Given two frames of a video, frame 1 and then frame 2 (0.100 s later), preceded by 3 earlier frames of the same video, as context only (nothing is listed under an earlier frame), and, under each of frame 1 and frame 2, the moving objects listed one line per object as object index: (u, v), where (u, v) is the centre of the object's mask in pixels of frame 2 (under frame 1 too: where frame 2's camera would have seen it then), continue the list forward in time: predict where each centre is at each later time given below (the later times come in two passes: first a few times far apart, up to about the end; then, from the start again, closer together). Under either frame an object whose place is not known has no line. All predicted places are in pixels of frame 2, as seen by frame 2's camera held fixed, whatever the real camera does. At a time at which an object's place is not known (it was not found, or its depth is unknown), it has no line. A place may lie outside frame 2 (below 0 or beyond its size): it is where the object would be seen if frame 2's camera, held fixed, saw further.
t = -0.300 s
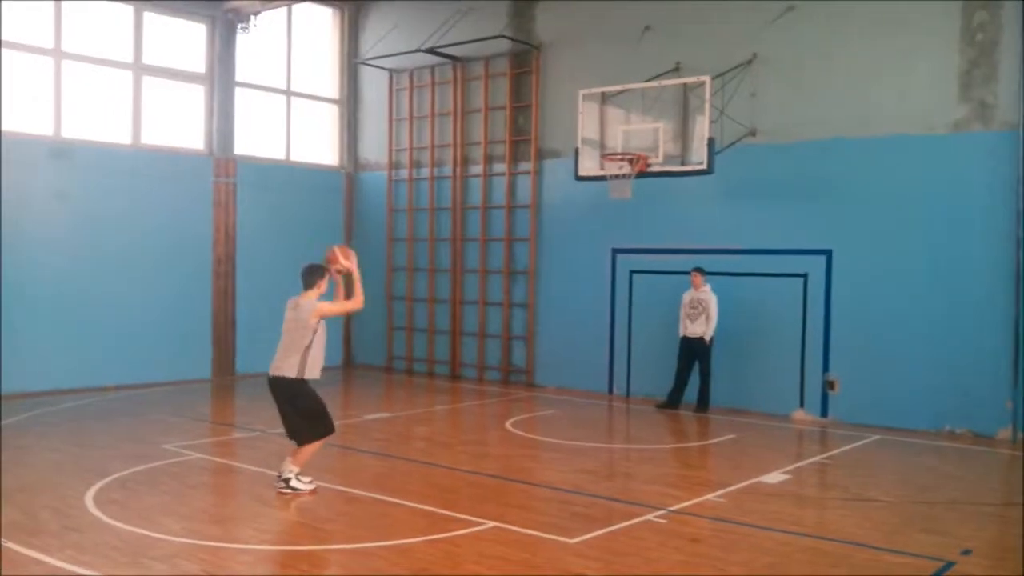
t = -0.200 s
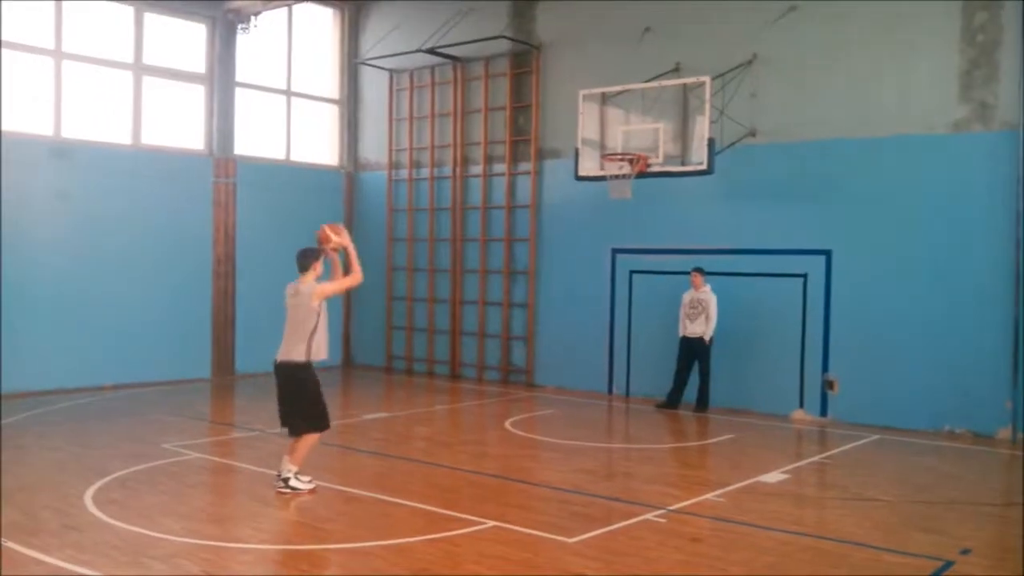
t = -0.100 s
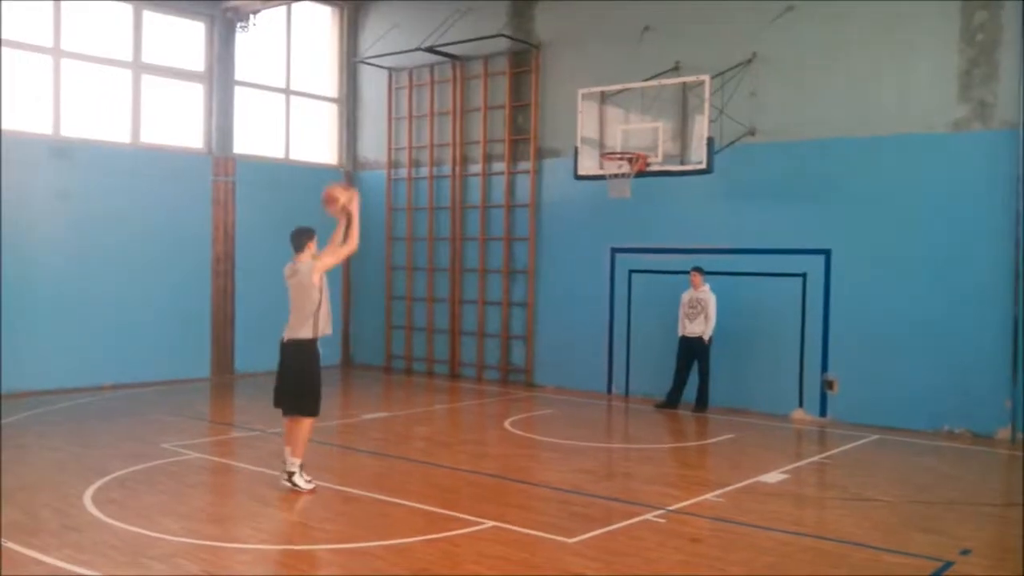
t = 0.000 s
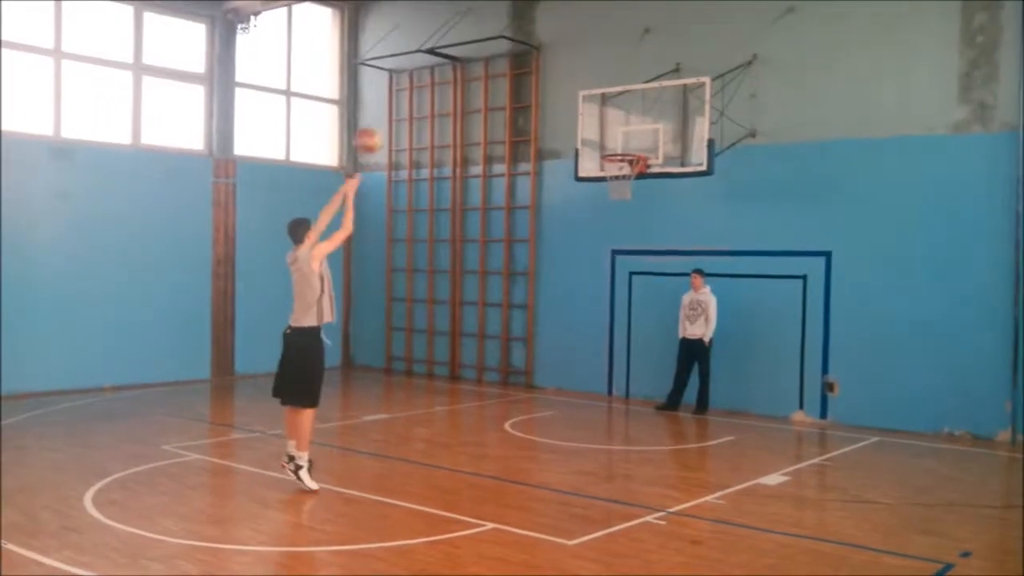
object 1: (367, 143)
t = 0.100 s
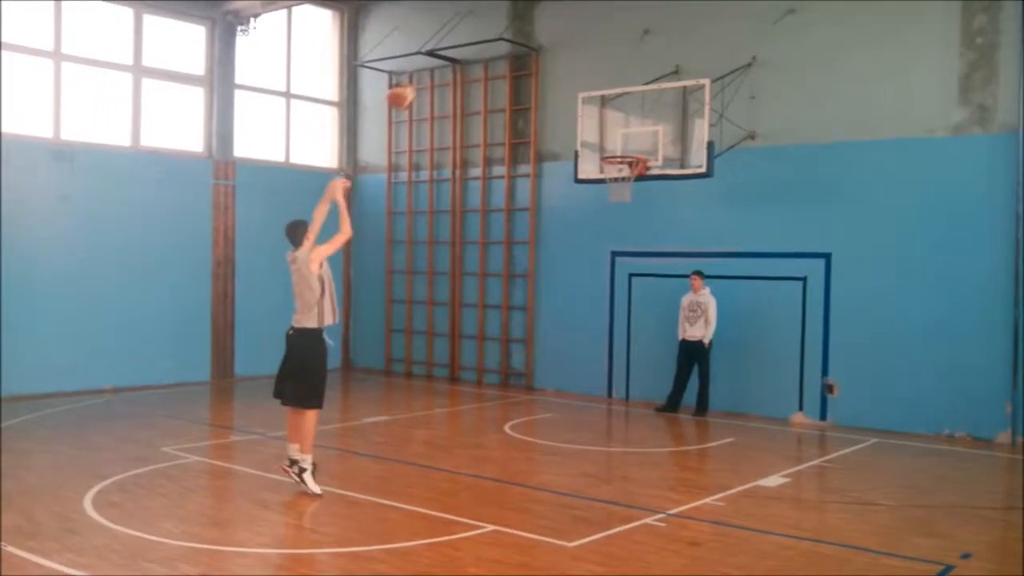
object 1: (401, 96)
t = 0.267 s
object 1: (449, 46)
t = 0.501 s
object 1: (512, 29)
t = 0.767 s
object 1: (570, 71)
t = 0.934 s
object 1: (601, 125)
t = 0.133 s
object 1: (411, 83)
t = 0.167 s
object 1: (421, 72)
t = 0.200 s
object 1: (432, 62)
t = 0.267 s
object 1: (449, 46)
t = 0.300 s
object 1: (460, 40)
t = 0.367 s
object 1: (478, 32)
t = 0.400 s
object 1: (488, 29)
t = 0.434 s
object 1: (495, 28)
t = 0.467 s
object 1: (503, 28)
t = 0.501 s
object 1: (512, 29)
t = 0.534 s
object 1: (520, 30)
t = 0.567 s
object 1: (528, 34)
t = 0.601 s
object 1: (535, 38)
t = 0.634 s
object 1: (542, 42)
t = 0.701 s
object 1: (557, 55)
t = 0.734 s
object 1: (564, 62)
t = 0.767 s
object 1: (570, 71)
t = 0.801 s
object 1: (576, 81)
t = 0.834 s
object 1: (583, 90)
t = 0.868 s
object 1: (589, 101)
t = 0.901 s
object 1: (595, 113)
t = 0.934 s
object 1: (601, 125)
